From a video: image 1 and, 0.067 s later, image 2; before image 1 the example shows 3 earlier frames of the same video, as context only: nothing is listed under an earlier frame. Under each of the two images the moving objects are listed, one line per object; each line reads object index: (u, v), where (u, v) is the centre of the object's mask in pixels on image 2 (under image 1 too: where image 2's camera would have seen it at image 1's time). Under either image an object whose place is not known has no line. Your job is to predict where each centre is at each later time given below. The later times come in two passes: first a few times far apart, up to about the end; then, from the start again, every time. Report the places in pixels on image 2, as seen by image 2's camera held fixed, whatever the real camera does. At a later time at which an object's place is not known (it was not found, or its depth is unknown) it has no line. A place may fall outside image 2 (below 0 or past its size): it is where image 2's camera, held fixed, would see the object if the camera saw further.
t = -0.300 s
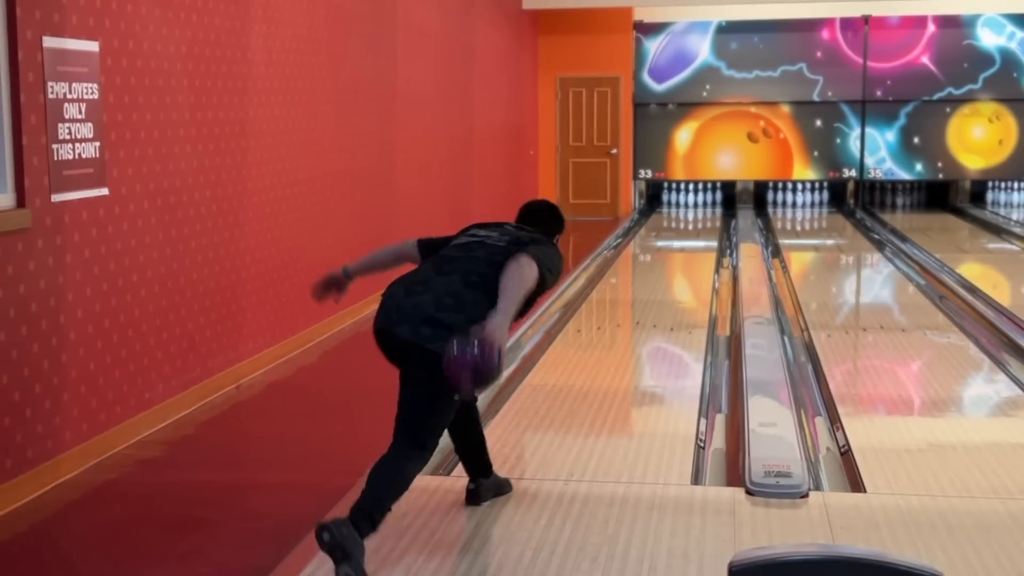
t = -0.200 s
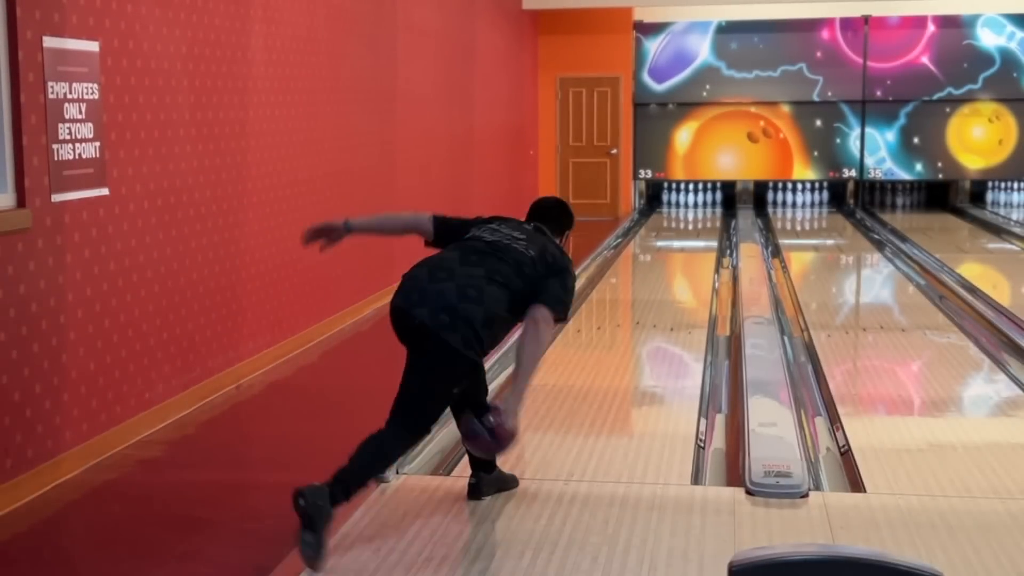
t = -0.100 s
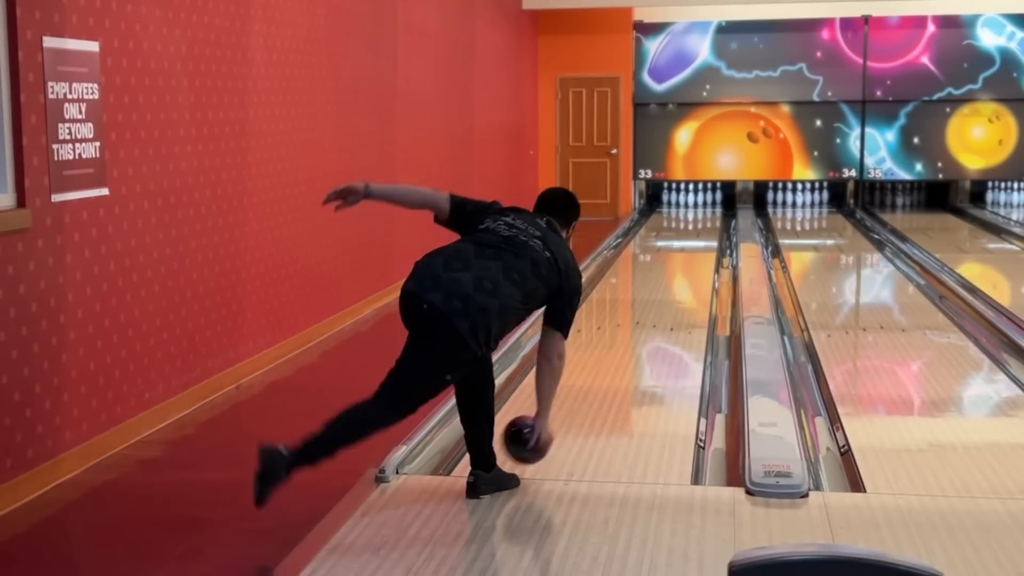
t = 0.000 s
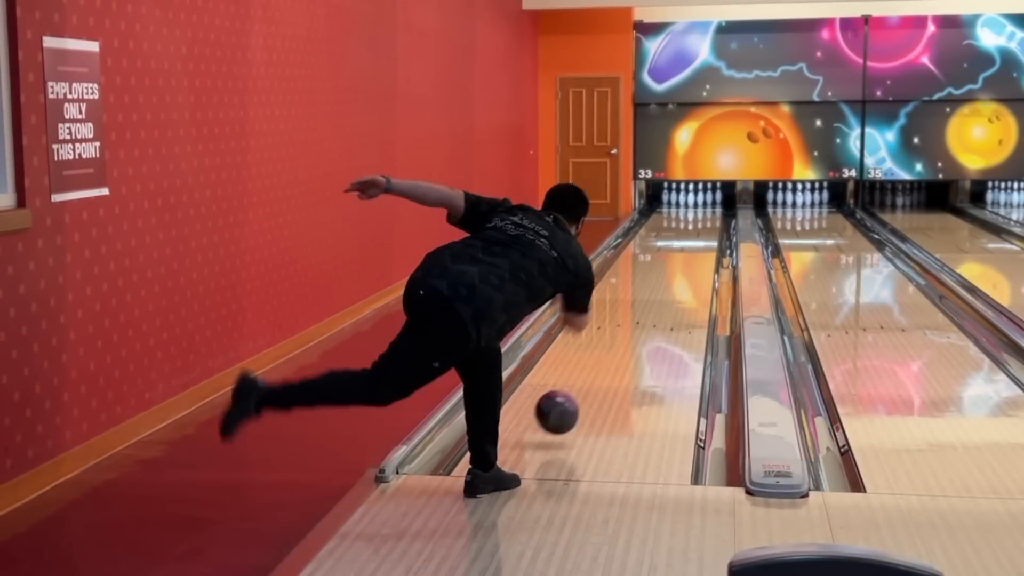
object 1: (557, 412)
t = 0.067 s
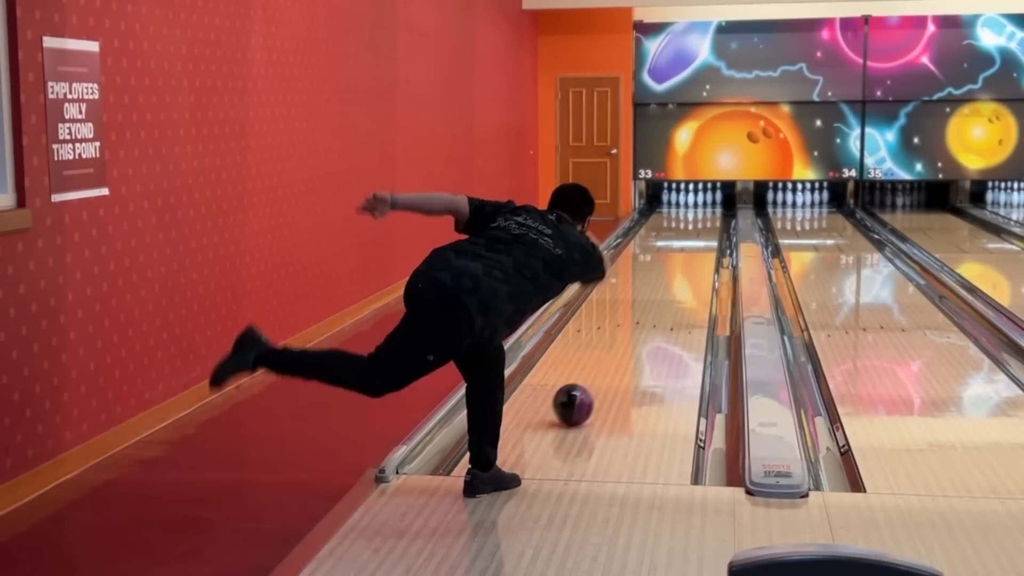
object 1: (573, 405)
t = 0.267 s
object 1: (612, 359)
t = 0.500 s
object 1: (643, 321)
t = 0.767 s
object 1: (668, 289)
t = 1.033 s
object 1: (685, 266)
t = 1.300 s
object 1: (698, 248)
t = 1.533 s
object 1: (705, 237)
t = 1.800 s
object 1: (710, 225)
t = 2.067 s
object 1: (711, 216)
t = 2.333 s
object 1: (706, 209)
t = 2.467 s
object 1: (703, 206)
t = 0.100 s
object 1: (580, 396)
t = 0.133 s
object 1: (587, 388)
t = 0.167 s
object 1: (594, 380)
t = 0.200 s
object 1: (601, 372)
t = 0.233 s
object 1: (606, 366)
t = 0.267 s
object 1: (612, 359)
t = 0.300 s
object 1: (617, 353)
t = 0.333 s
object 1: (622, 347)
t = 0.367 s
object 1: (627, 341)
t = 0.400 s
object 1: (631, 335)
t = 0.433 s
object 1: (635, 331)
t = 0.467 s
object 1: (647, 322)
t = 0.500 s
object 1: (643, 321)
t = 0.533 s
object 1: (647, 316)
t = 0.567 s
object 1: (650, 312)
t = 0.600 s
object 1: (653, 308)
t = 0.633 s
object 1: (657, 304)
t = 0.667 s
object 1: (660, 300)
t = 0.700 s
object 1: (662, 296)
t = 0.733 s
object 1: (665, 293)
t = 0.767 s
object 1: (668, 289)
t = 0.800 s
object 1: (671, 286)
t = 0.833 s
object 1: (673, 283)
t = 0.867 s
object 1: (675, 280)
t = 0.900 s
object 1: (677, 276)
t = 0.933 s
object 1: (680, 274)
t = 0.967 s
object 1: (682, 271)
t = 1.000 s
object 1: (684, 268)
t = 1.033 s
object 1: (685, 266)
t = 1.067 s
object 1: (687, 263)
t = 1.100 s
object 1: (689, 261)
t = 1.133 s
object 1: (691, 259)
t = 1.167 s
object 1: (692, 256)
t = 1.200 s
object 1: (694, 254)
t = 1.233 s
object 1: (695, 252)
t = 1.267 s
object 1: (697, 250)
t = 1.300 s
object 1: (698, 248)
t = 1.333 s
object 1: (699, 246)
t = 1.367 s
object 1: (700, 245)
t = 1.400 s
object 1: (702, 243)
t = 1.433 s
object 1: (703, 241)
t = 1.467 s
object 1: (703, 240)
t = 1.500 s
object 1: (705, 238)
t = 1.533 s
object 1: (705, 237)
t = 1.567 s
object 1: (706, 235)
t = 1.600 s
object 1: (707, 233)
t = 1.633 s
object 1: (707, 232)
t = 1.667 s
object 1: (707, 230)
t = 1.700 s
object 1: (708, 229)
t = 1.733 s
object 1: (708, 228)
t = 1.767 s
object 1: (709, 226)
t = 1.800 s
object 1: (710, 225)
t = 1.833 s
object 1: (710, 224)
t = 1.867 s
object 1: (710, 222)
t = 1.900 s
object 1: (710, 221)
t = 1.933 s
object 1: (711, 221)
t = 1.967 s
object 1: (711, 219)
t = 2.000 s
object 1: (711, 218)
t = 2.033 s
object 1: (711, 217)
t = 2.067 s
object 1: (711, 216)
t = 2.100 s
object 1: (711, 215)
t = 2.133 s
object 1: (710, 214)
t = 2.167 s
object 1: (710, 213)
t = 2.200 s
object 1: (709, 212)
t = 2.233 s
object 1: (708, 211)
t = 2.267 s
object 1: (708, 210)
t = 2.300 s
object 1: (707, 209)
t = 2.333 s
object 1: (706, 209)
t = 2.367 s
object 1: (705, 208)
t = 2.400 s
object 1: (704, 207)
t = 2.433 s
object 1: (703, 206)
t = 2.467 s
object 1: (703, 206)
